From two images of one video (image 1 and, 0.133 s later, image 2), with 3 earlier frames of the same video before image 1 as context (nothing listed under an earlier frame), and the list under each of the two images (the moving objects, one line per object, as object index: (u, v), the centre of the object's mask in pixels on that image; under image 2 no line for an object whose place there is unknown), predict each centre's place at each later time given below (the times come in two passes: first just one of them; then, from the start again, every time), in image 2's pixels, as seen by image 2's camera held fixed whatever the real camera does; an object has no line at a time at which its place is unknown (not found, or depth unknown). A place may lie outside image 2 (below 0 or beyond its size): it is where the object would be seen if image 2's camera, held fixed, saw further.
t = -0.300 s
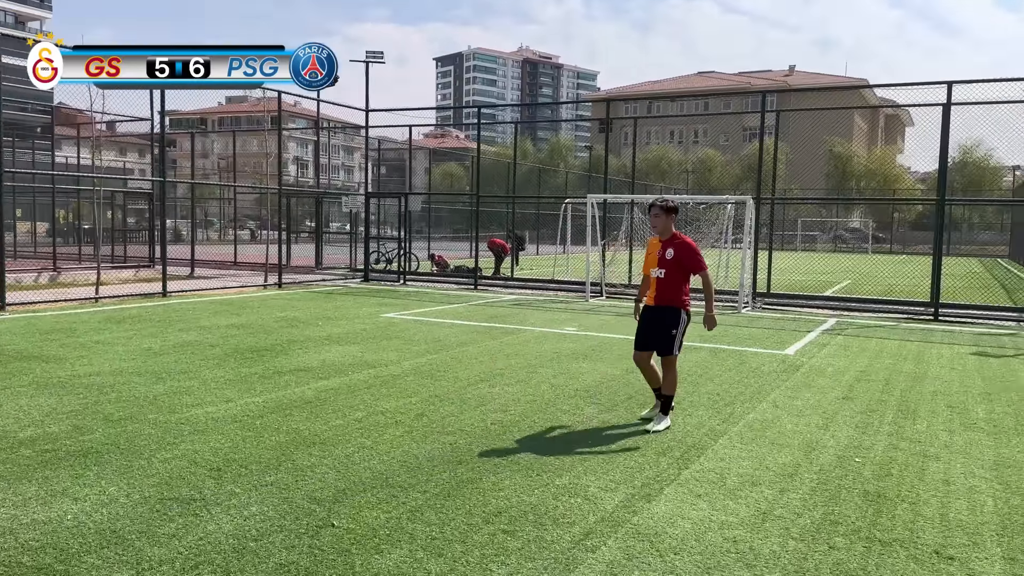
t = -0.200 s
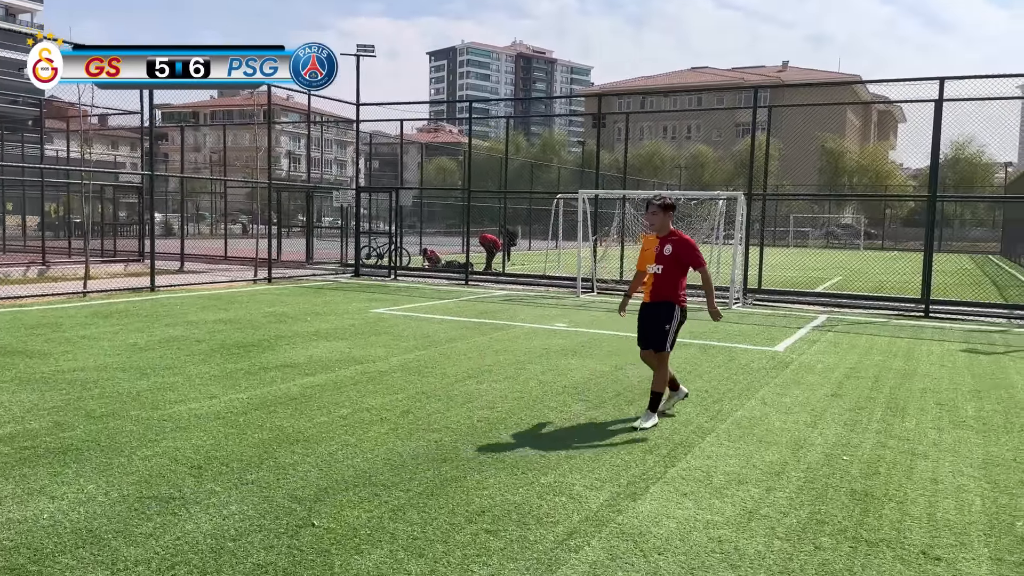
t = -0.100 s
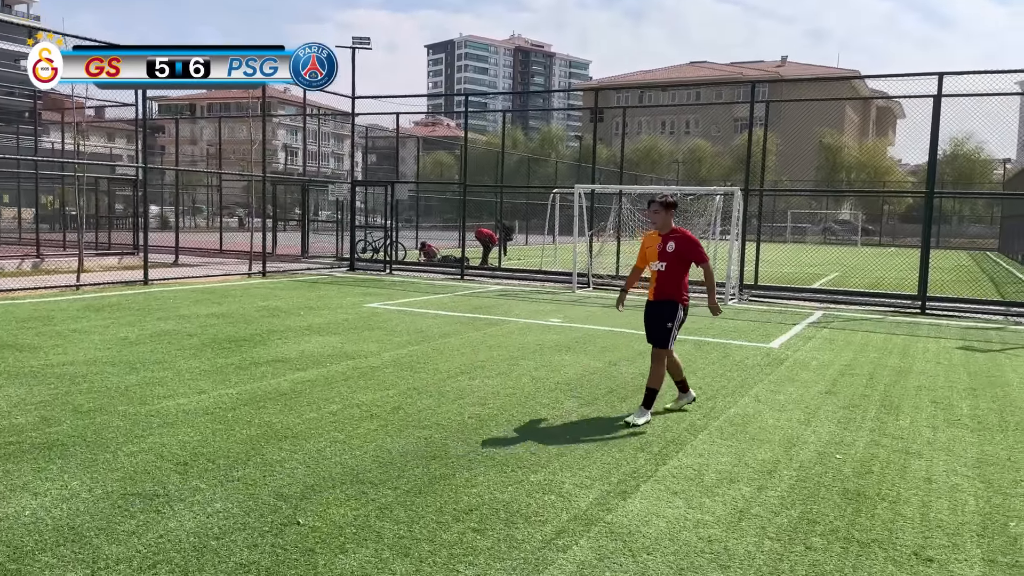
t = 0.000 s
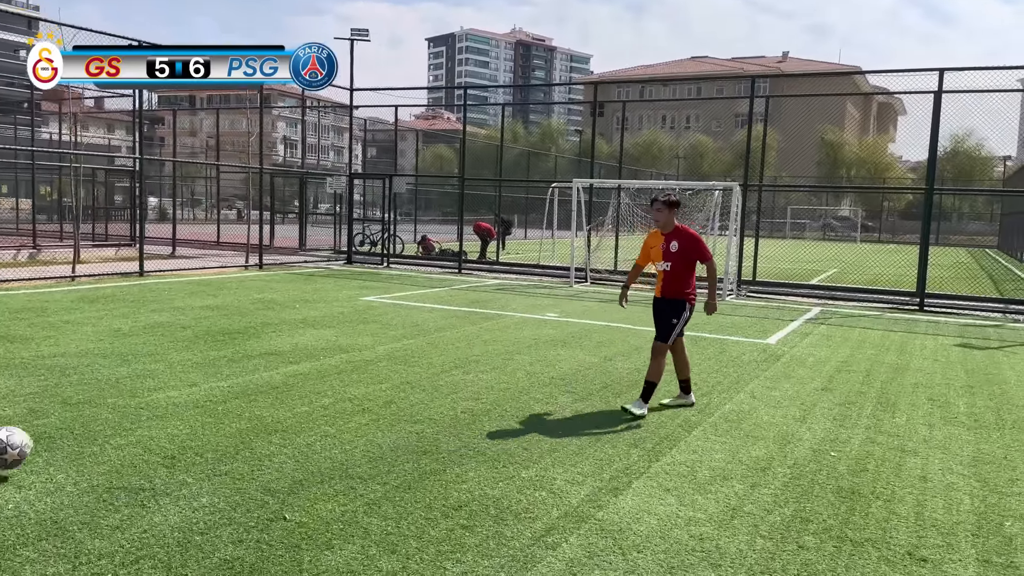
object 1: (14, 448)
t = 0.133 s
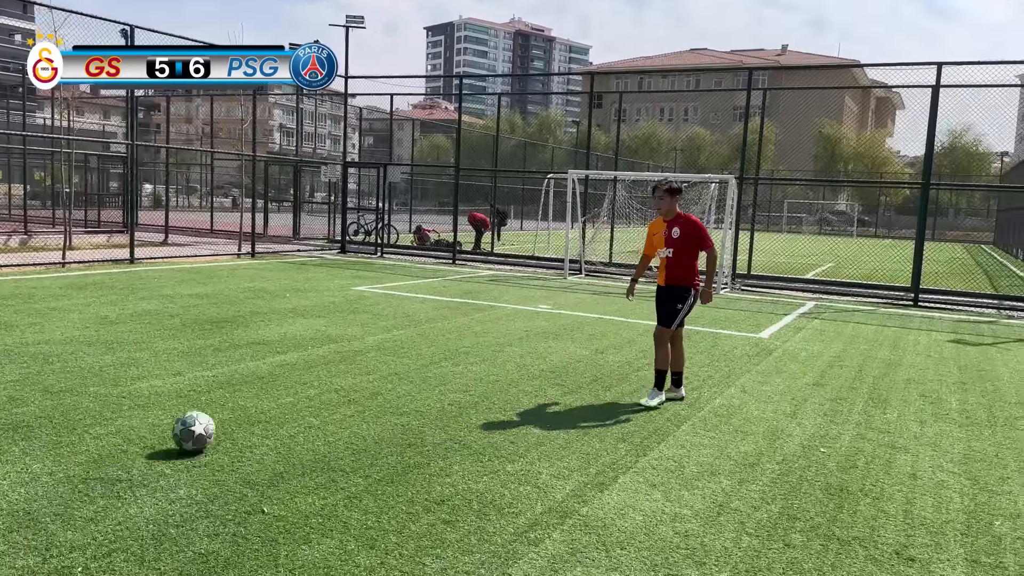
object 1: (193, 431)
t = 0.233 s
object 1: (312, 420)
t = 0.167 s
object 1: (235, 426)
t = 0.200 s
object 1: (274, 422)
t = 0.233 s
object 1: (312, 420)
